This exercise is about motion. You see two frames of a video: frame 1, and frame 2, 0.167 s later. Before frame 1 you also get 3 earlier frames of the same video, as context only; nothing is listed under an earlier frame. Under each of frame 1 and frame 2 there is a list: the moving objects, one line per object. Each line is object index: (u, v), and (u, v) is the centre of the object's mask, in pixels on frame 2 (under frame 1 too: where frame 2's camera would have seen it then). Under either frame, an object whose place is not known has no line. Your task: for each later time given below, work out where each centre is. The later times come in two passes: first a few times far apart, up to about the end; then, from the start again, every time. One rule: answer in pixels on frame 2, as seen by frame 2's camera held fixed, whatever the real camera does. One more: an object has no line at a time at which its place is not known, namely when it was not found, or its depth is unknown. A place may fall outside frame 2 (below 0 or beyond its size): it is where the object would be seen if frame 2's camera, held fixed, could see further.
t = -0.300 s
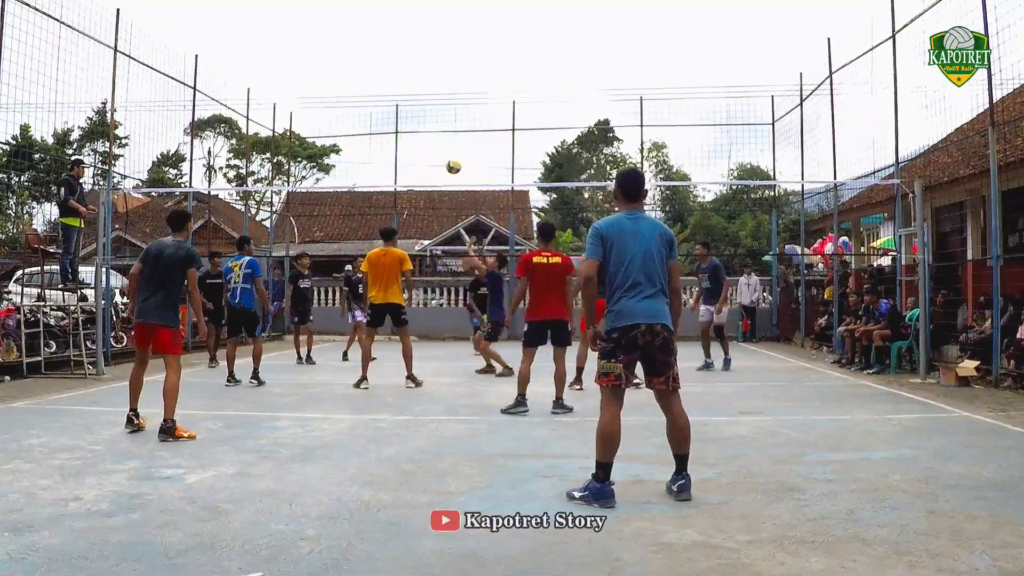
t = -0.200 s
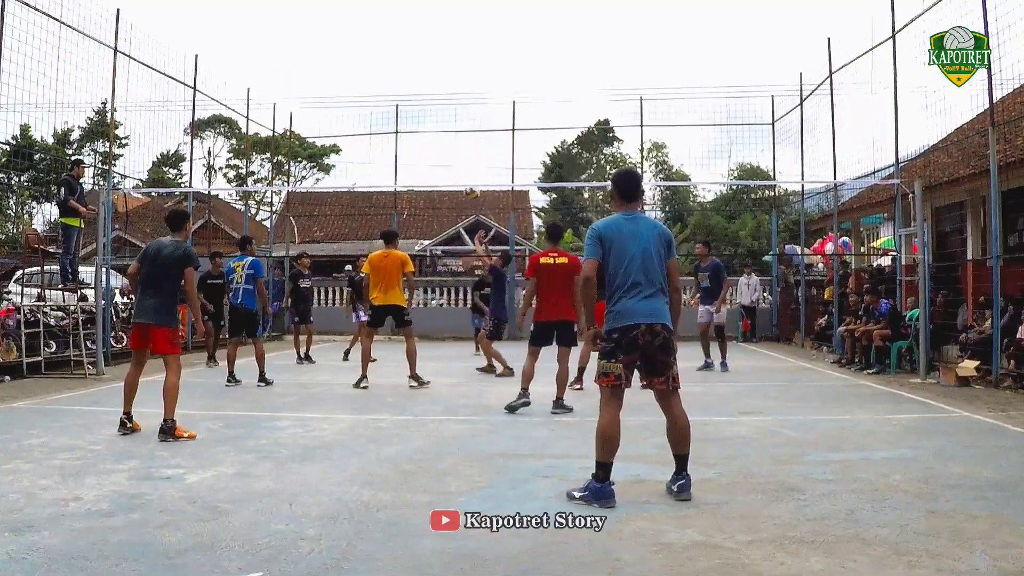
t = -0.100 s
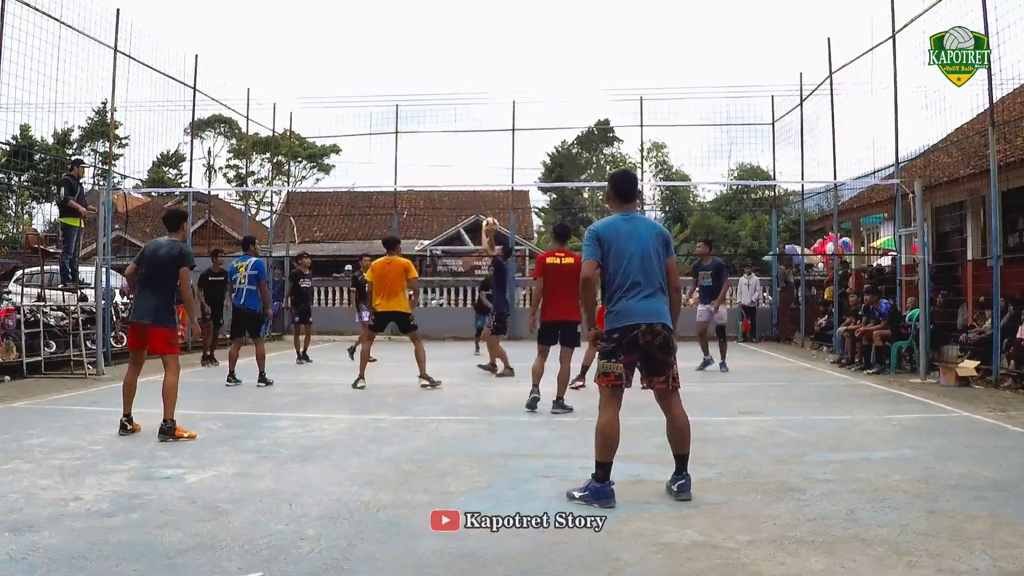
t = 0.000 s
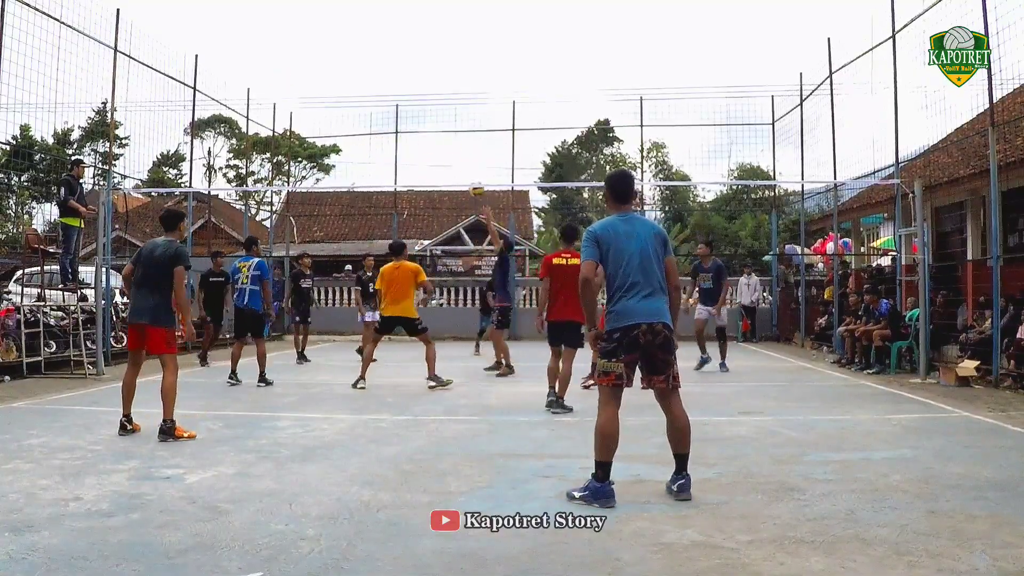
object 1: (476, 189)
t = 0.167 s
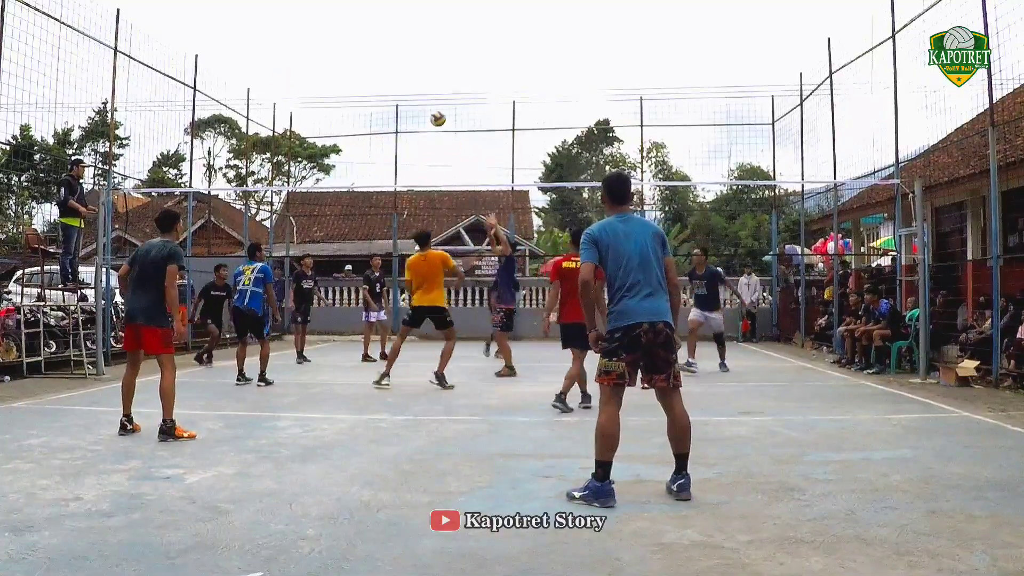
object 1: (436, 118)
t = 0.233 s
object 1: (421, 96)
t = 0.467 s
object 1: (371, 49)
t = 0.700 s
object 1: (323, 42)
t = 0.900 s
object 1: (284, 68)
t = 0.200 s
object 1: (428, 107)
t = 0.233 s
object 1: (421, 96)
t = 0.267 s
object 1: (413, 87)
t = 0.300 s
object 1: (406, 79)
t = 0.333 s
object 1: (399, 71)
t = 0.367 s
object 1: (392, 64)
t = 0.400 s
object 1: (385, 59)
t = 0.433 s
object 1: (378, 54)
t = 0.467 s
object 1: (371, 49)
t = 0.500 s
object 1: (364, 46)
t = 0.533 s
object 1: (357, 44)
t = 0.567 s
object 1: (350, 41)
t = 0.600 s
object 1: (343, 41)
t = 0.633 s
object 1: (337, 41)
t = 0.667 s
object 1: (330, 41)
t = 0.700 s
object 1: (323, 42)
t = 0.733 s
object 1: (317, 45)
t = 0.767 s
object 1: (310, 48)
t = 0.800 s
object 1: (304, 52)
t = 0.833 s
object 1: (297, 56)
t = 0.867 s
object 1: (290, 62)
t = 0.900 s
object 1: (284, 68)
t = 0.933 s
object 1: (277, 75)
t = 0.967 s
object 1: (270, 82)
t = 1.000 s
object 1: (264, 91)
